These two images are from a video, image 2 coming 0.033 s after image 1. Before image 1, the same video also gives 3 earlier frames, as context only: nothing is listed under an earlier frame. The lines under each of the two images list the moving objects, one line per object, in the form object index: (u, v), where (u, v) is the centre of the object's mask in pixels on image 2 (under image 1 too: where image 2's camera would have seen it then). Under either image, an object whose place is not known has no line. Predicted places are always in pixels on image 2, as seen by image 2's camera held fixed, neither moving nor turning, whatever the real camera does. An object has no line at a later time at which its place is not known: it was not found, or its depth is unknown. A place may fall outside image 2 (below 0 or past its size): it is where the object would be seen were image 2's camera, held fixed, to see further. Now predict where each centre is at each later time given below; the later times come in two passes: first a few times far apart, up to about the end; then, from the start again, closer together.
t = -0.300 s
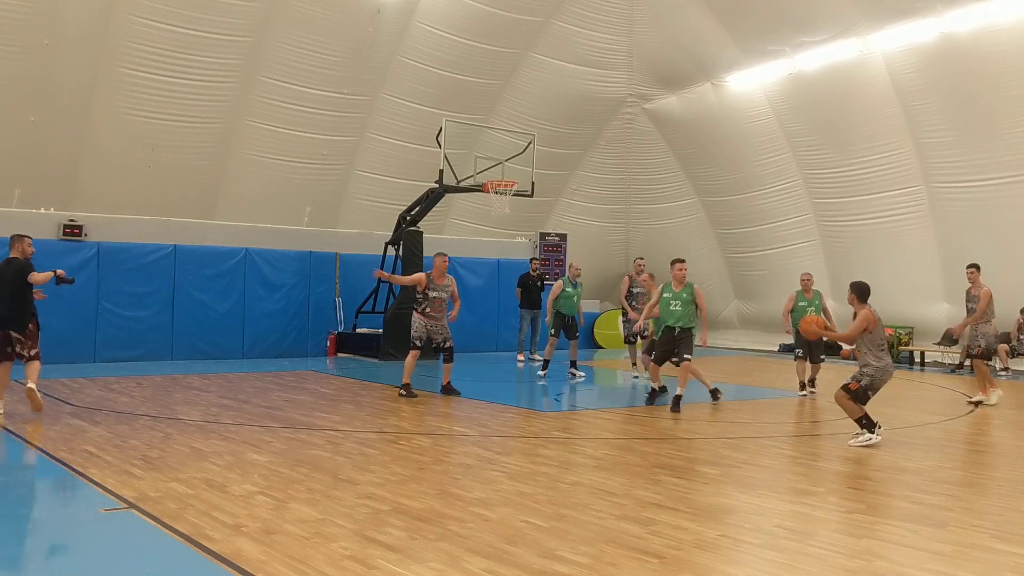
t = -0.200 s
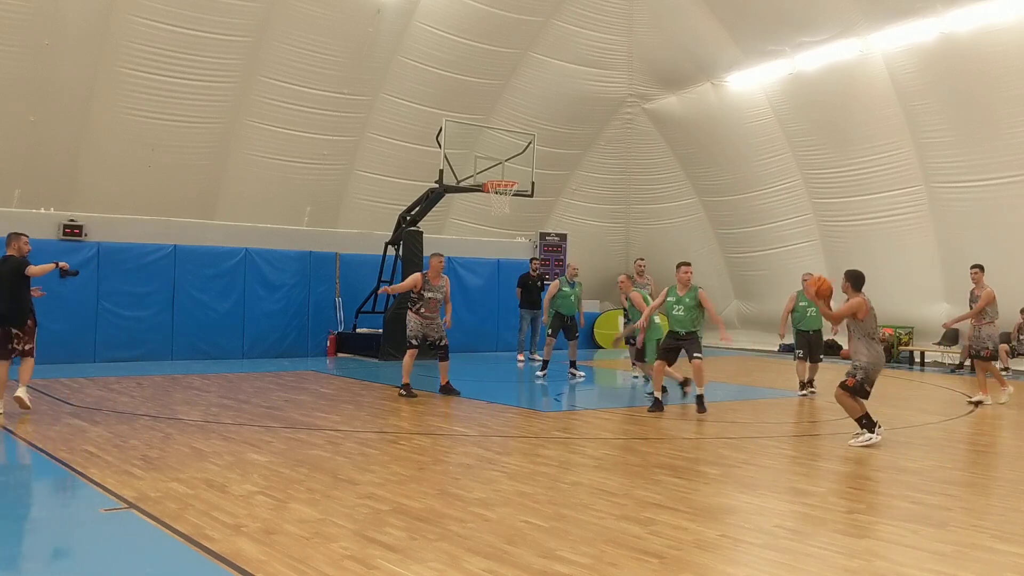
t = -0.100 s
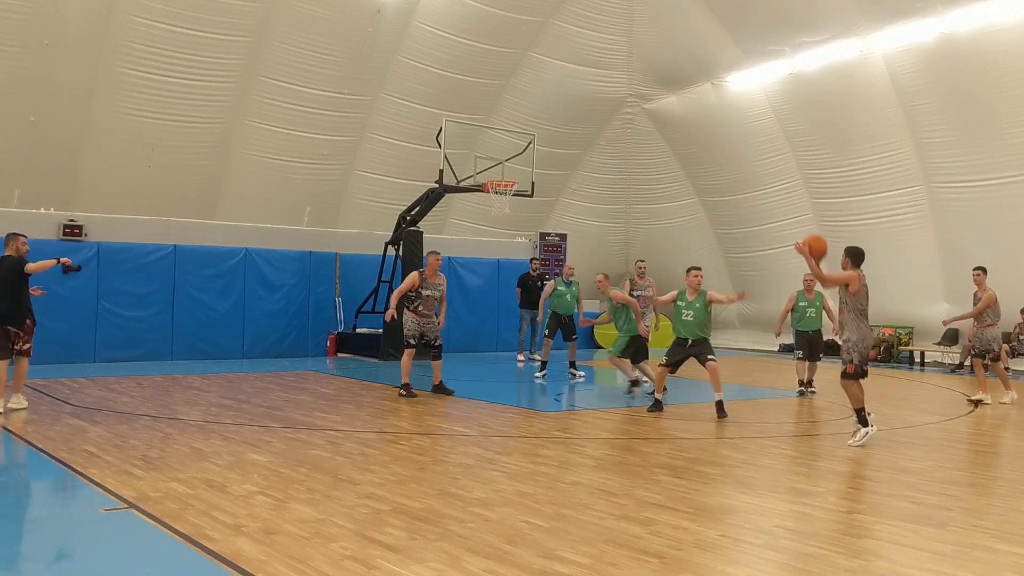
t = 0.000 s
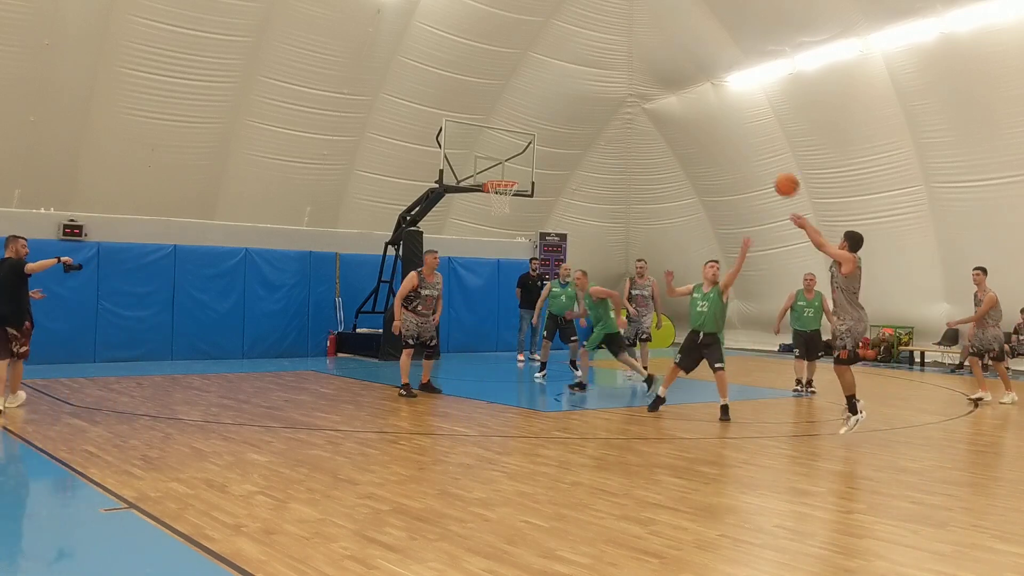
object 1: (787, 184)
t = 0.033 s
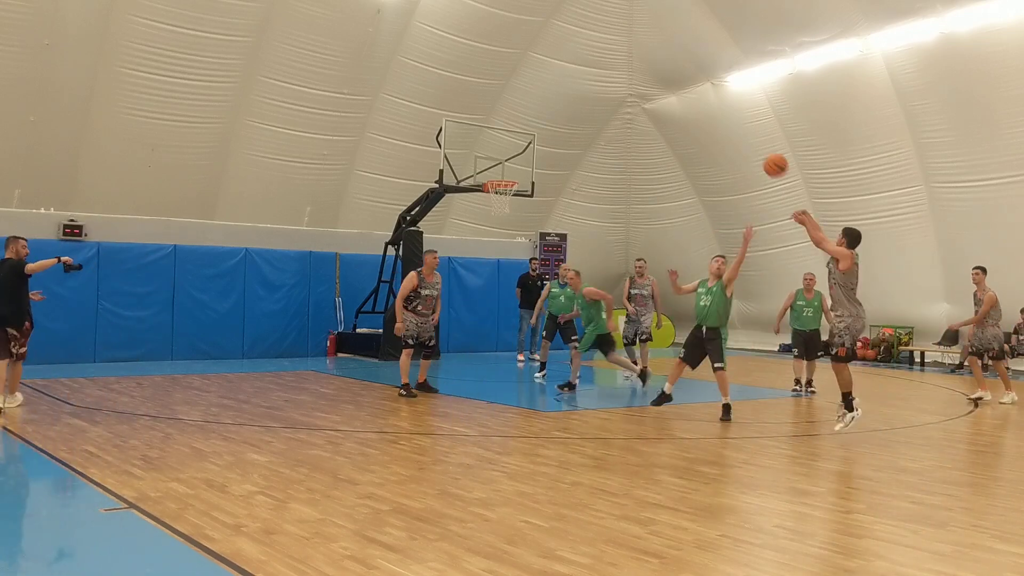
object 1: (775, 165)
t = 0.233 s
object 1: (714, 78)
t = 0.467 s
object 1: (653, 31)
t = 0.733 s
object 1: (595, 35)
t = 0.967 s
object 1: (552, 77)
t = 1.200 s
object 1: (514, 146)
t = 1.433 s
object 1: (508, 157)
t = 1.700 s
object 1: (524, 146)
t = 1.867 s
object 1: (534, 167)
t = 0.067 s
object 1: (764, 147)
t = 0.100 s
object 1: (754, 130)
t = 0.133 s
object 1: (743, 115)
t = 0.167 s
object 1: (733, 101)
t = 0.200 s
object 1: (723, 89)
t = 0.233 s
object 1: (714, 78)
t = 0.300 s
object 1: (695, 59)
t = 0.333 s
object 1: (686, 51)
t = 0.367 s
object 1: (678, 44)
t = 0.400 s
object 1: (669, 39)
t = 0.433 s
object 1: (661, 35)
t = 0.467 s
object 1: (653, 31)
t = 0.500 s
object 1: (646, 29)
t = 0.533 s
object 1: (638, 27)
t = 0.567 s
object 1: (630, 26)
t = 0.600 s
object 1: (624, 26)
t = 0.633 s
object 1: (616, 27)
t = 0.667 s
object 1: (609, 29)
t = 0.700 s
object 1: (602, 31)
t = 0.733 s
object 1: (595, 35)
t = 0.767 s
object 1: (589, 39)
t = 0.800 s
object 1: (582, 43)
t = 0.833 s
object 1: (576, 49)
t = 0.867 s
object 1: (570, 55)
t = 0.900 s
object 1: (564, 61)
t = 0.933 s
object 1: (558, 69)
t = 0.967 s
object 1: (552, 77)
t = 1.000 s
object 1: (546, 85)
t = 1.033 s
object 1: (541, 94)
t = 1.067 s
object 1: (535, 104)
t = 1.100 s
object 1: (529, 114)
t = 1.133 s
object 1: (524, 124)
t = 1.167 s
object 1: (519, 135)
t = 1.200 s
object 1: (514, 146)
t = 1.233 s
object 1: (509, 158)
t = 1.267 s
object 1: (504, 171)
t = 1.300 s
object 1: (501, 175)
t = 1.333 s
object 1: (503, 171)
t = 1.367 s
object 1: (505, 166)
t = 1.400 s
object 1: (506, 162)
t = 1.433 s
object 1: (508, 157)
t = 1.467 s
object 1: (510, 153)
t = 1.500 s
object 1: (512, 150)
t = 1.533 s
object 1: (514, 148)
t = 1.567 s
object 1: (516, 146)
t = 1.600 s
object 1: (518, 145)
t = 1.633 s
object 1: (520, 145)
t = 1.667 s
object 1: (521, 145)
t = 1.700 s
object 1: (524, 146)
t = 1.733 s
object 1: (526, 149)
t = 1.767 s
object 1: (528, 152)
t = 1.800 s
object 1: (530, 156)
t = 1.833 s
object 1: (532, 161)
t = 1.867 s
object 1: (534, 167)
